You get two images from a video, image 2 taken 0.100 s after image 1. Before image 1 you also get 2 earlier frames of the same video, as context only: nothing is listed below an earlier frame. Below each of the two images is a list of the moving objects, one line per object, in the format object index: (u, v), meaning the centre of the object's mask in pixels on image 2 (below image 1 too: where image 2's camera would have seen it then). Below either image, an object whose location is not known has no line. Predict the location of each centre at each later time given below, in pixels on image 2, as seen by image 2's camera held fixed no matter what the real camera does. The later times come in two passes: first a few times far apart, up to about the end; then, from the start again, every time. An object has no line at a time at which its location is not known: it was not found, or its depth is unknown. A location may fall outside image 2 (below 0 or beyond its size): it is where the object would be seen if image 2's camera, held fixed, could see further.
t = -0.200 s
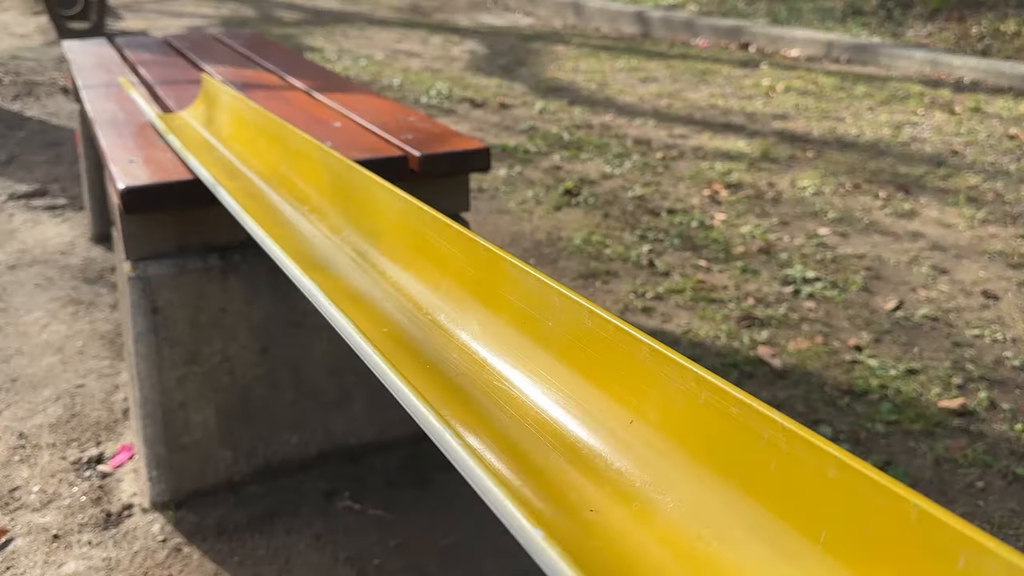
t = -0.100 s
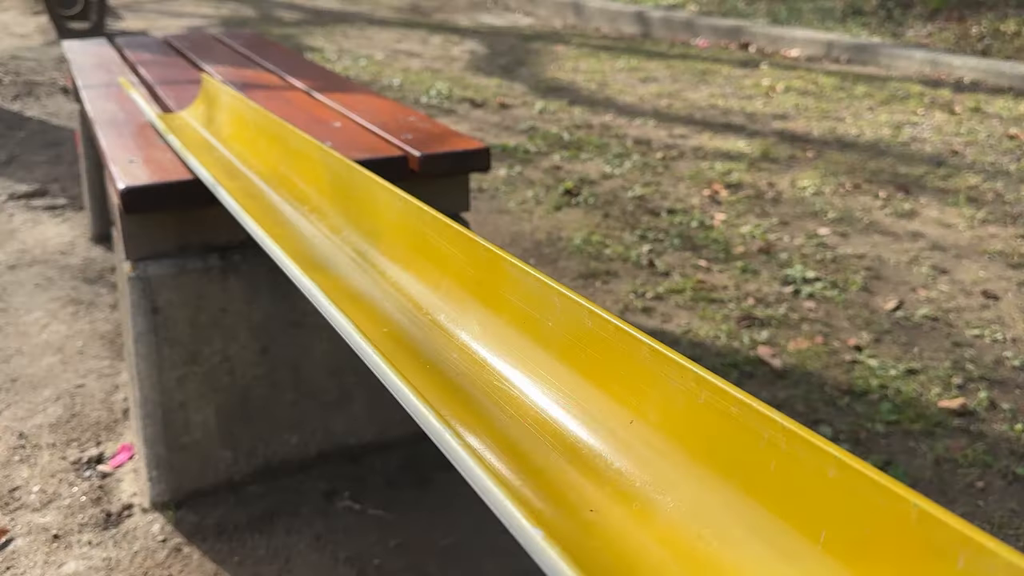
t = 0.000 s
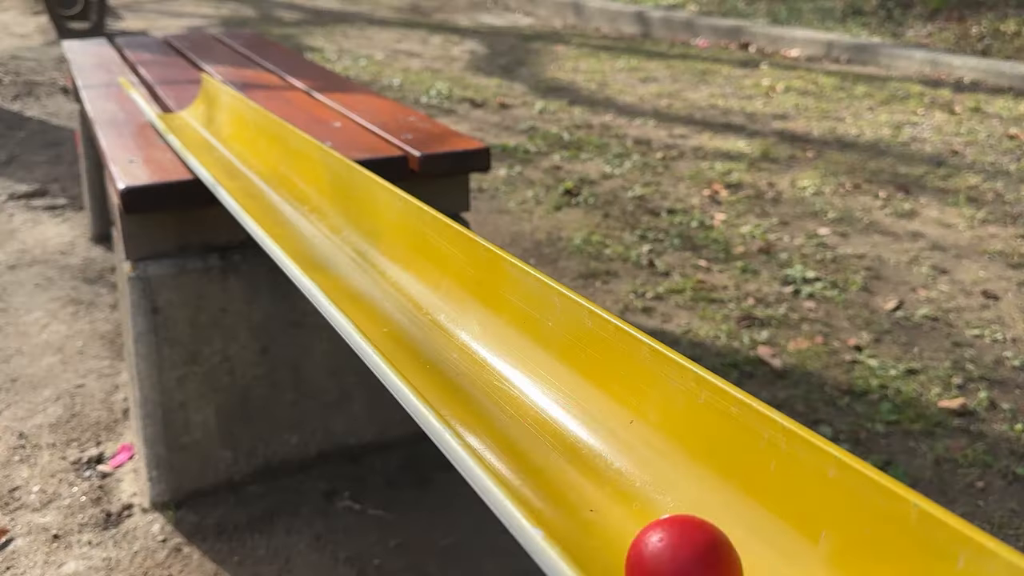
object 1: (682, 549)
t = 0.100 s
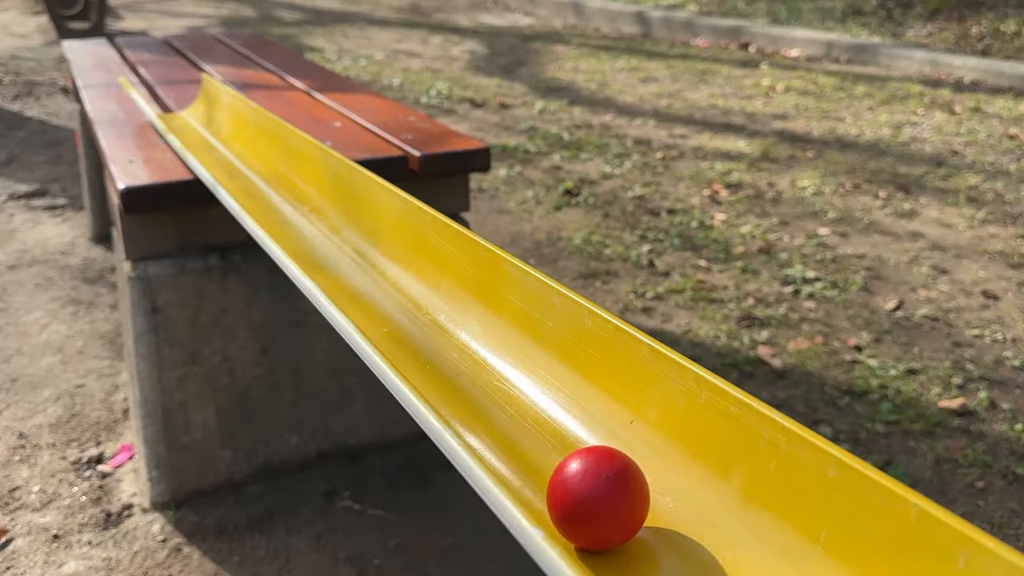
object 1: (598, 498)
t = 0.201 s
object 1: (537, 434)
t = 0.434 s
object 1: (418, 332)
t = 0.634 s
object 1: (352, 270)
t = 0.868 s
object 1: (292, 217)
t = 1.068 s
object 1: (254, 182)
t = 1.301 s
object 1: (219, 149)
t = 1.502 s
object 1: (196, 128)
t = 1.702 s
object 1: (178, 108)
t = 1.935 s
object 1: (159, 91)
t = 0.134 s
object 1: (575, 476)
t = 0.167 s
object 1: (555, 455)
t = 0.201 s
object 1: (537, 434)
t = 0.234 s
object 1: (519, 416)
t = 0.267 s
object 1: (502, 399)
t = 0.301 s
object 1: (484, 384)
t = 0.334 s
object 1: (467, 369)
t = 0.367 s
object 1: (449, 357)
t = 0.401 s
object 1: (433, 345)
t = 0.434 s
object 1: (418, 332)
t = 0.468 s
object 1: (404, 321)
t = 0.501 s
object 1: (391, 310)
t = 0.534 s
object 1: (379, 299)
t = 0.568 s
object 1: (369, 289)
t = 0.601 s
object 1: (361, 280)
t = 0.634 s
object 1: (352, 270)
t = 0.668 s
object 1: (345, 261)
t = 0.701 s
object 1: (337, 252)
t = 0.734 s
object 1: (328, 244)
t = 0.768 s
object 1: (319, 237)
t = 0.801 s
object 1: (310, 230)
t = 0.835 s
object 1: (301, 223)
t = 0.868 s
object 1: (292, 217)
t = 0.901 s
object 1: (284, 210)
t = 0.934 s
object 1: (275, 204)
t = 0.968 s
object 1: (269, 198)
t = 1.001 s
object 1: (263, 192)
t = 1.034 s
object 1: (258, 186)
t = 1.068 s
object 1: (254, 182)
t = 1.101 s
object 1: (250, 176)
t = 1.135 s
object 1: (246, 171)
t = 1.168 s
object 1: (241, 167)
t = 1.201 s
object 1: (236, 161)
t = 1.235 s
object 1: (230, 157)
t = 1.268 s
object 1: (225, 153)
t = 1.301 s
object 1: (219, 149)
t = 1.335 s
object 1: (213, 146)
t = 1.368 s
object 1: (208, 142)
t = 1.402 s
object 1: (204, 138)
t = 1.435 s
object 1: (201, 134)
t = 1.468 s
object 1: (198, 131)
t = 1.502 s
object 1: (196, 128)
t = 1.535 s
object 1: (193, 124)
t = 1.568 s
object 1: (191, 120)
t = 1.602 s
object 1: (188, 117)
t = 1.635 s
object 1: (185, 114)
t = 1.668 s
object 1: (181, 112)
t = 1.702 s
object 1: (178, 108)
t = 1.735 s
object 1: (174, 105)
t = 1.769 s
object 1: (170, 103)
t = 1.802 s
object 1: (167, 100)
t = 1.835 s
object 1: (164, 98)
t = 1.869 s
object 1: (164, 96)
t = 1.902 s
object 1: (163, 93)
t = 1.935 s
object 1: (159, 91)
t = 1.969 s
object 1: (158, 88)
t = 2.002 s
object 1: (156, 86)
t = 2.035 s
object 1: (154, 84)
